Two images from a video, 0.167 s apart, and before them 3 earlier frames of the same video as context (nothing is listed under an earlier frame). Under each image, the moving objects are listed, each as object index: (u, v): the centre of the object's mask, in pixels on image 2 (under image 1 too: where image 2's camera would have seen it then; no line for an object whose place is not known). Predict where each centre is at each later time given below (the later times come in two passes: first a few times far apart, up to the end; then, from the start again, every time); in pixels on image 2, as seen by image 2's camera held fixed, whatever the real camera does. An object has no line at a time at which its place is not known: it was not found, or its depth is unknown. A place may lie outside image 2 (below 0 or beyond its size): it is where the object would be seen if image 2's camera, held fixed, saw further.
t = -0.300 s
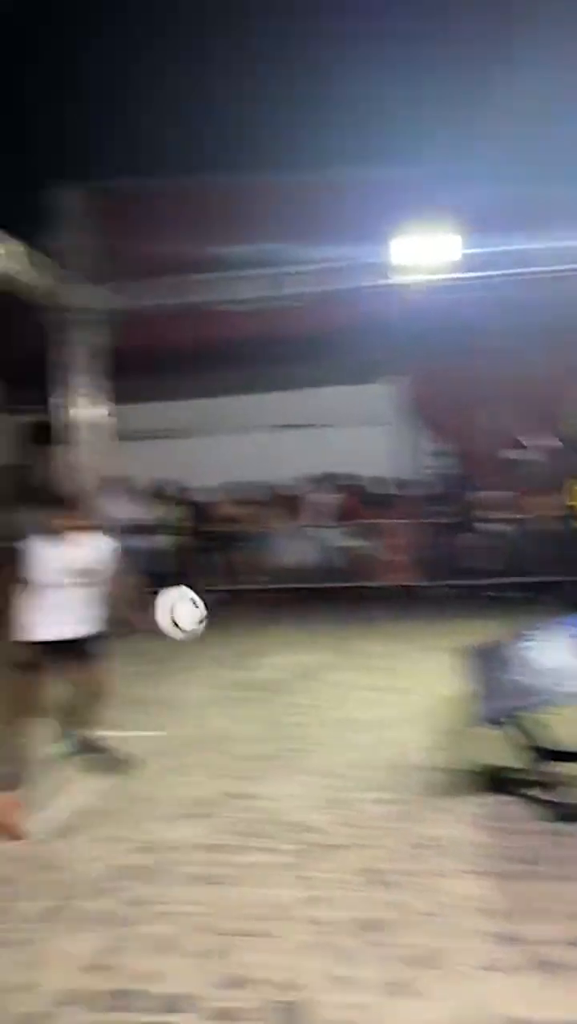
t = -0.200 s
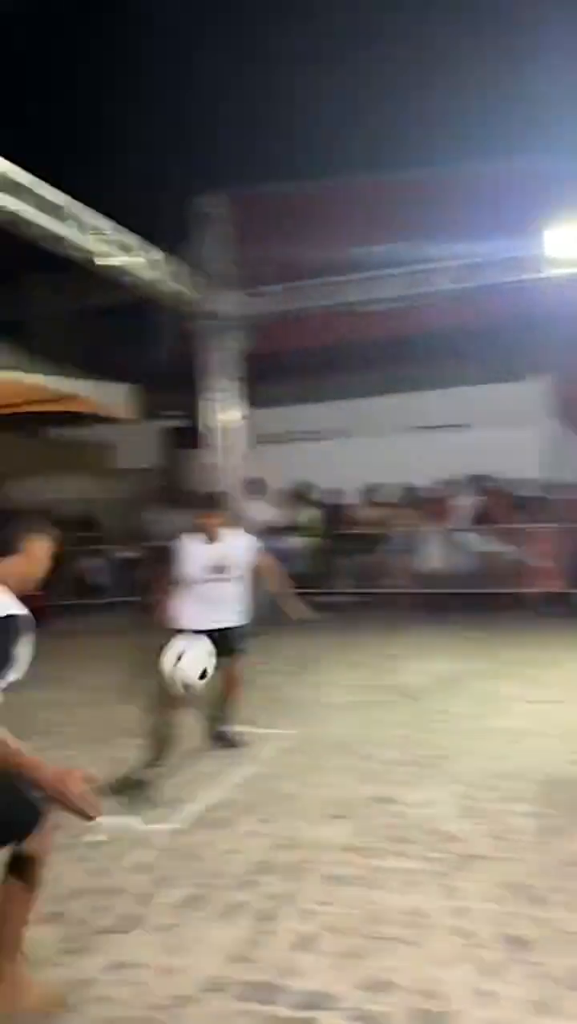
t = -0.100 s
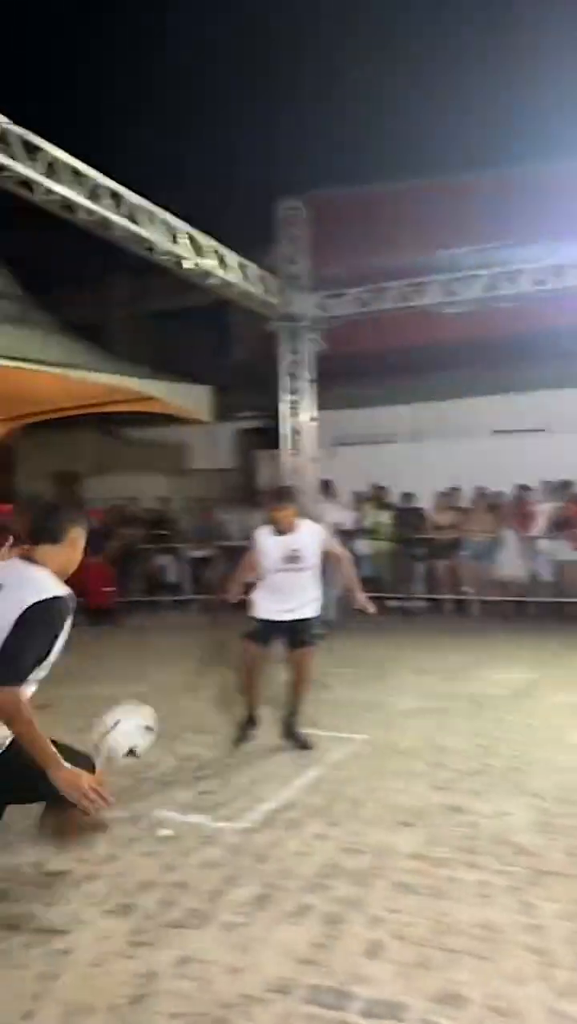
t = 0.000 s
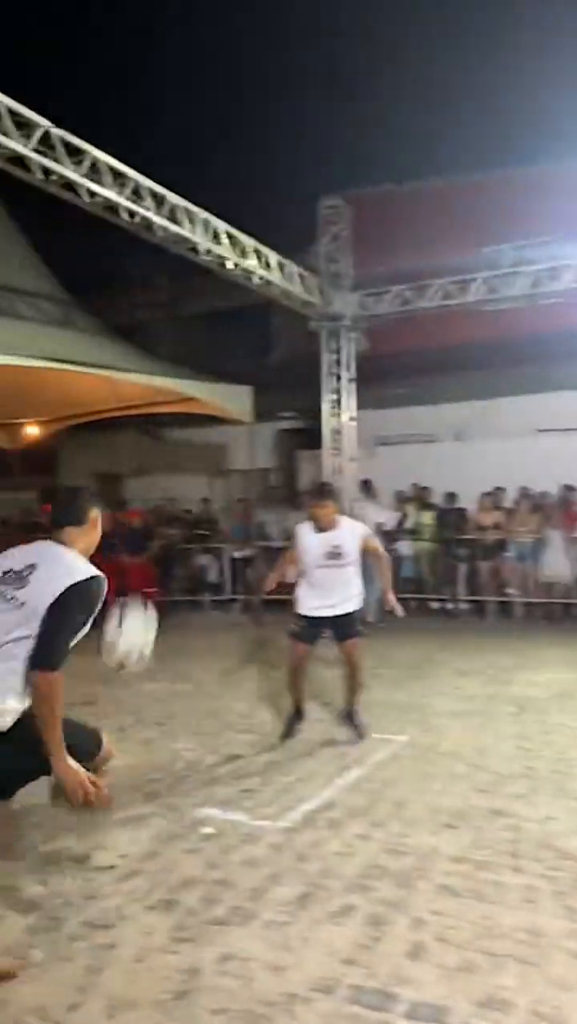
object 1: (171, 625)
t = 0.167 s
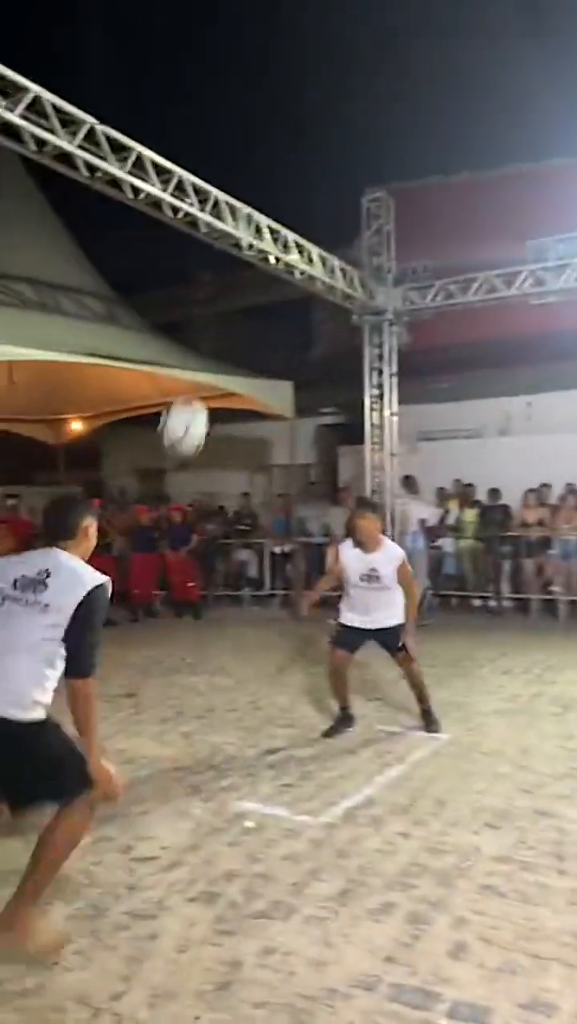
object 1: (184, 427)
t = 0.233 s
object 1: (190, 368)
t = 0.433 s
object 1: (198, 275)
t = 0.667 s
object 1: (210, 270)
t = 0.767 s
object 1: (216, 295)
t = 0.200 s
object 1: (188, 397)
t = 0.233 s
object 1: (190, 368)
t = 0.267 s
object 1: (191, 346)
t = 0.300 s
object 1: (192, 327)
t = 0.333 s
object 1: (193, 310)
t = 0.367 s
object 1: (195, 296)
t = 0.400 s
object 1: (197, 285)
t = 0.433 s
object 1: (198, 275)
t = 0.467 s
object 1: (200, 268)
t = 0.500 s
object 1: (202, 263)
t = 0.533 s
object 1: (203, 260)
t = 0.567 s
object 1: (205, 260)
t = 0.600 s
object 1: (206, 261)
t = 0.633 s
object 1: (208, 265)
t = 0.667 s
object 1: (210, 270)
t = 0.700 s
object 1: (212, 277)
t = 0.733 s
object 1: (214, 285)
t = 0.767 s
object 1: (216, 295)
